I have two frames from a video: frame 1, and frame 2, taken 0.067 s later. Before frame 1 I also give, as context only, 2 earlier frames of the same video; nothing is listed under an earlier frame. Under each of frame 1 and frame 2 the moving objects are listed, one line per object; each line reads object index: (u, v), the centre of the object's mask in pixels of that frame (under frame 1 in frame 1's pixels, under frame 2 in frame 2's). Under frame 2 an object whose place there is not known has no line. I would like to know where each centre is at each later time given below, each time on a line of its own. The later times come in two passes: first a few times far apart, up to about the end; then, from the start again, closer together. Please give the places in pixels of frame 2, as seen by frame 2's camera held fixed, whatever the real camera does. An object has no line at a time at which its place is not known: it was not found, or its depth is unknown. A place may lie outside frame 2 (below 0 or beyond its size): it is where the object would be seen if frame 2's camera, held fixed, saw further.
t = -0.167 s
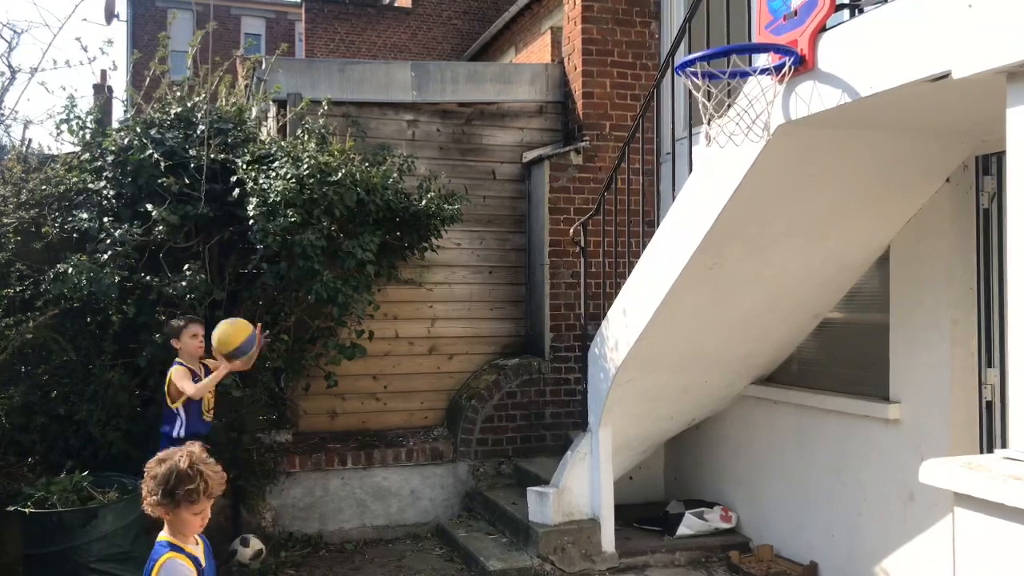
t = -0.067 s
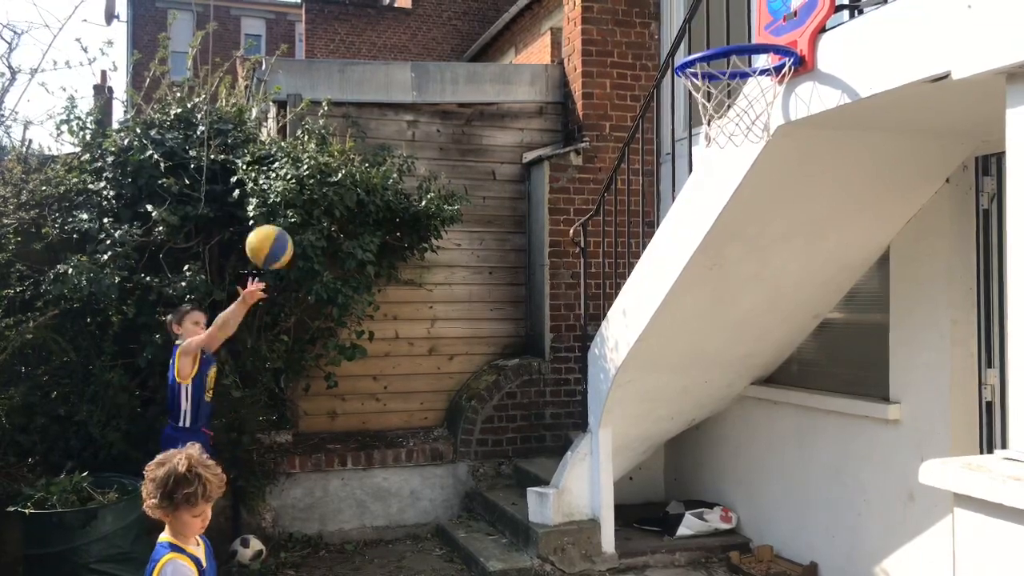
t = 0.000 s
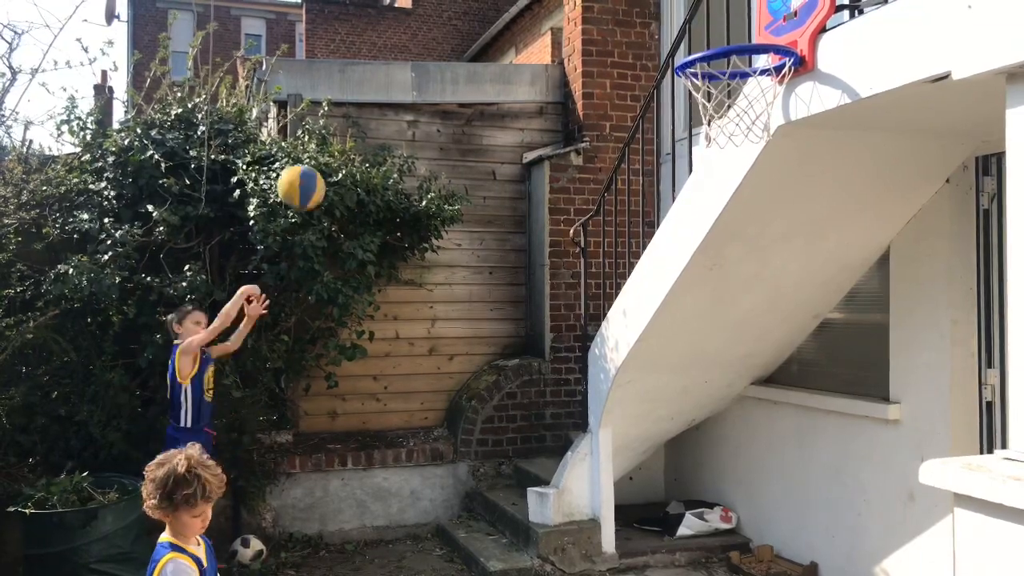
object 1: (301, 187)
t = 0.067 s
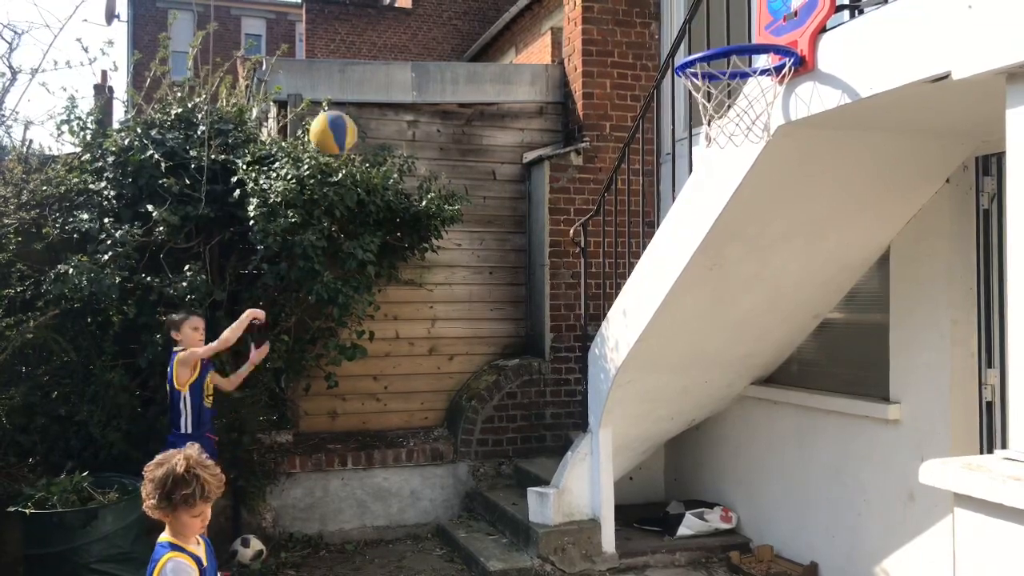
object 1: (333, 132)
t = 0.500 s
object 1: (586, 2)
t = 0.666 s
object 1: (704, 25)
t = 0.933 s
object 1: (799, 244)
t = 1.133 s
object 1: (839, 546)
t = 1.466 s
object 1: (774, 397)
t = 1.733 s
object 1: (679, 213)
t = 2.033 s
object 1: (572, 256)
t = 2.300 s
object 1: (476, 529)
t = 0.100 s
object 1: (349, 109)
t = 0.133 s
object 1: (367, 86)
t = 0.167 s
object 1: (385, 67)
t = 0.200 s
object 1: (402, 48)
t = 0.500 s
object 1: (586, 2)
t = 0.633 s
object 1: (679, 17)
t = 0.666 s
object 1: (704, 25)
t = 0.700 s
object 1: (728, 46)
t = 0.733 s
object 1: (757, 76)
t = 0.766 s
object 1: (768, 94)
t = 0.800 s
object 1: (775, 117)
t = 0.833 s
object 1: (781, 145)
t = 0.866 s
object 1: (787, 175)
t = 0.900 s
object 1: (793, 207)
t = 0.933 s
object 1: (799, 244)
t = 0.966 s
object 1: (806, 284)
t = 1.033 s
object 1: (818, 376)
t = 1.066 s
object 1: (825, 429)
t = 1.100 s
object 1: (831, 485)
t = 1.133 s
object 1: (839, 546)
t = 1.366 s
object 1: (810, 519)
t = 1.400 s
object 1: (798, 475)
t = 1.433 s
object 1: (786, 435)
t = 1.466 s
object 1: (774, 397)
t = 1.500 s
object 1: (762, 363)
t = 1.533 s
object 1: (750, 332)
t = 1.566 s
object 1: (738, 304)
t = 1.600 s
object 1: (726, 279)
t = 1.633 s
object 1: (715, 258)
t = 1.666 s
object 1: (703, 240)
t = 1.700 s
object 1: (691, 225)
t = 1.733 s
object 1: (679, 213)
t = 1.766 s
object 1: (667, 204)
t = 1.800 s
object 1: (655, 199)
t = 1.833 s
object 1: (643, 197)
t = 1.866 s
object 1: (631, 198)
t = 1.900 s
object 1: (620, 203)
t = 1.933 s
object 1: (608, 211)
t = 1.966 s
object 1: (596, 223)
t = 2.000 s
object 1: (584, 237)
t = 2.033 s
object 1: (572, 256)
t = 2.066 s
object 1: (560, 277)
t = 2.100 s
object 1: (548, 302)
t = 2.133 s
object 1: (536, 331)
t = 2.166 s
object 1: (524, 363)
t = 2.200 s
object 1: (512, 399)
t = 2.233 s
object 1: (500, 438)
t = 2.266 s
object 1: (488, 483)
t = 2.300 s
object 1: (476, 529)
